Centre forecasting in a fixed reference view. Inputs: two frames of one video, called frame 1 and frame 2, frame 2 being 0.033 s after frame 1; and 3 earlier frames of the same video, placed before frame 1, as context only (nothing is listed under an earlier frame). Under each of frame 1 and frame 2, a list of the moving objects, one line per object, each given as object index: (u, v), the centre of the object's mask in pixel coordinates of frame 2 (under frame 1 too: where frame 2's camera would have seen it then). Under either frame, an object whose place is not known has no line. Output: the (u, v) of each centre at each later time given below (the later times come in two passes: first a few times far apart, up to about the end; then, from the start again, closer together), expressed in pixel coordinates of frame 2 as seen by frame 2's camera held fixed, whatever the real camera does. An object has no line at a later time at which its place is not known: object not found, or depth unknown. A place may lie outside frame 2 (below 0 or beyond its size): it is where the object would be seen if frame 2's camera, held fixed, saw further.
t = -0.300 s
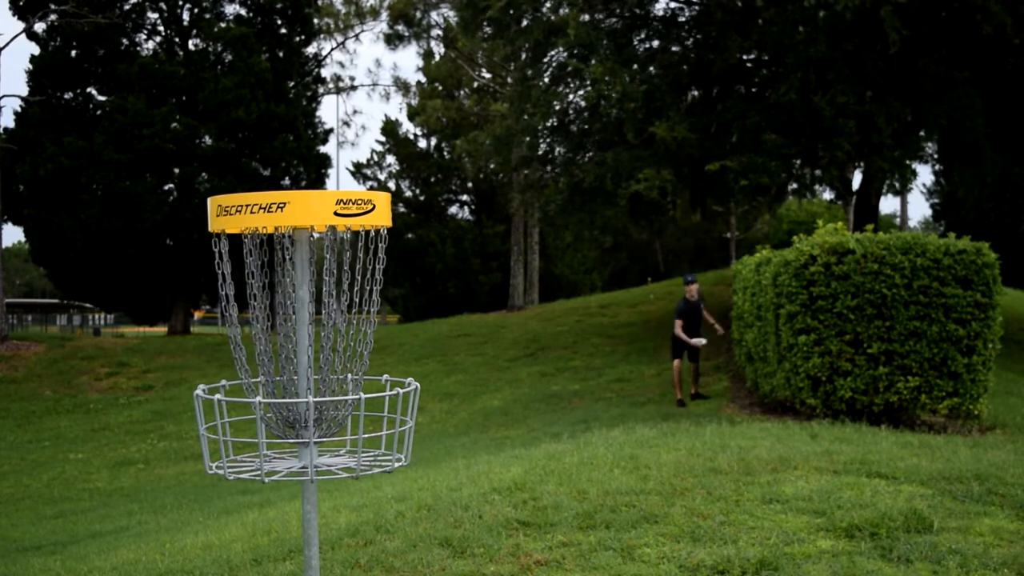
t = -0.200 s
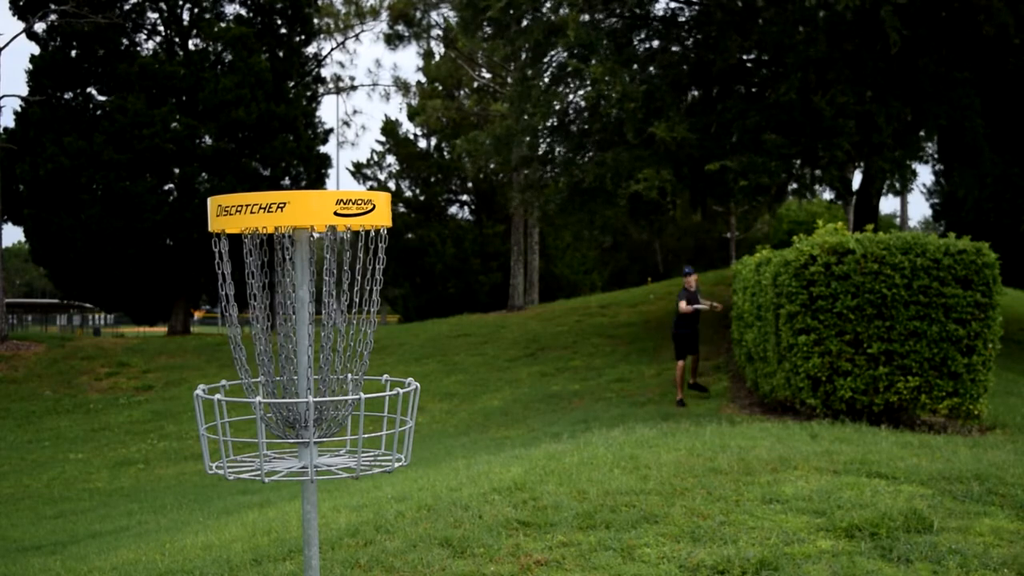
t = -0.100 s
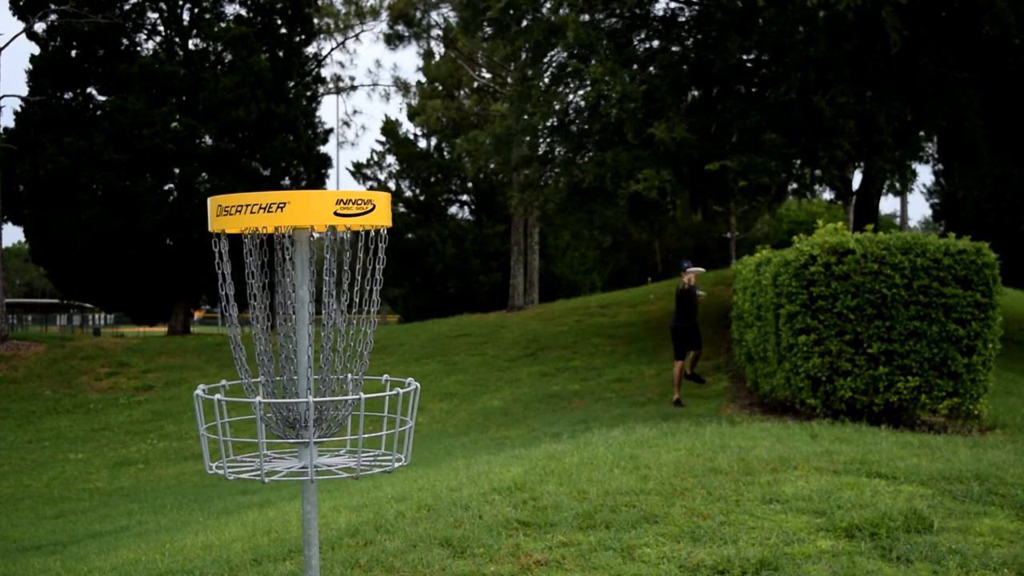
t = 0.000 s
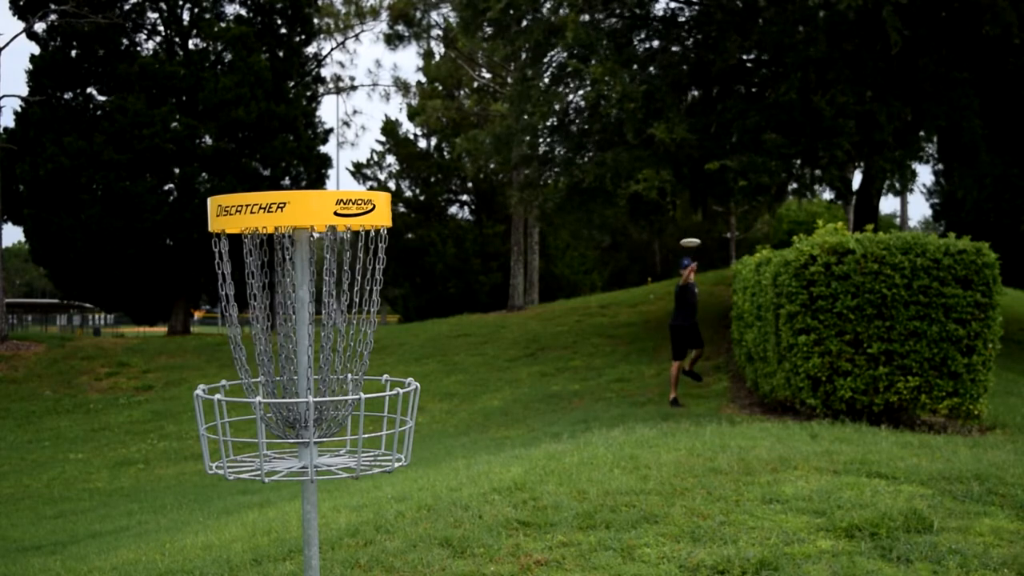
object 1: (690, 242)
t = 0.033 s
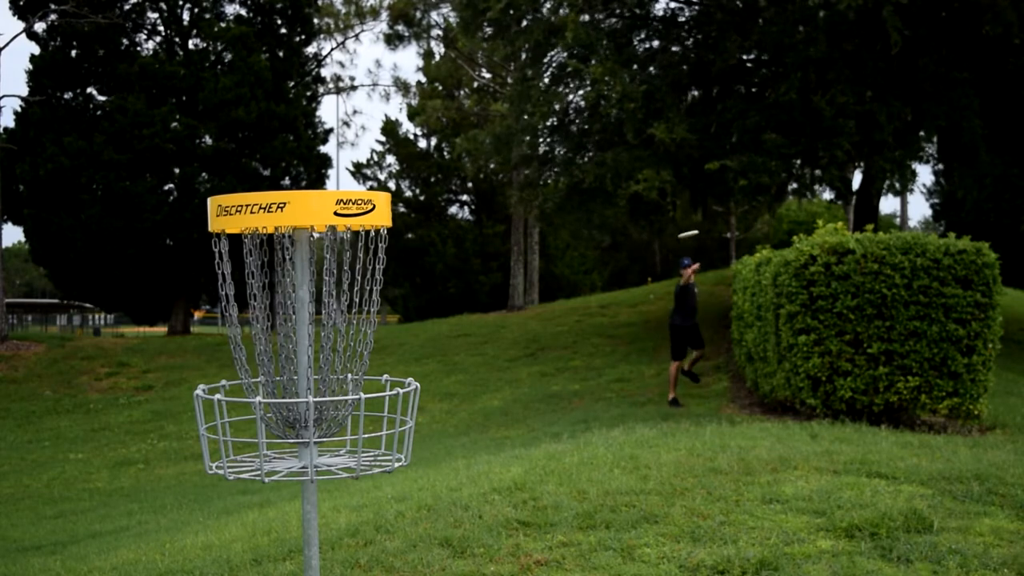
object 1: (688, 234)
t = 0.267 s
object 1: (669, 190)
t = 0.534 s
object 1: (627, 160)
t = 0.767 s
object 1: (568, 164)
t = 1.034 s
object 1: (464, 189)
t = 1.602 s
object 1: (283, 364)
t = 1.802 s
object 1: (289, 408)
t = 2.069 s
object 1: (279, 432)
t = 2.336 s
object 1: (271, 453)
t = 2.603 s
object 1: (271, 453)
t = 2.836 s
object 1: (271, 453)
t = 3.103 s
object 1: (271, 453)
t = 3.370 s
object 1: (271, 454)
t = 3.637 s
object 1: (271, 453)
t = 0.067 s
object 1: (686, 226)
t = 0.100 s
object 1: (684, 219)
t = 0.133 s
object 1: (681, 213)
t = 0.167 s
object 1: (678, 207)
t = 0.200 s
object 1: (675, 201)
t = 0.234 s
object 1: (672, 195)
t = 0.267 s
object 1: (669, 190)
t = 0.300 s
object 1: (665, 185)
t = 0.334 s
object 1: (661, 180)
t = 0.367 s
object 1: (656, 175)
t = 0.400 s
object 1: (651, 171)
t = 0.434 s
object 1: (646, 167)
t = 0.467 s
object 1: (640, 164)
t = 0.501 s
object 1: (634, 161)
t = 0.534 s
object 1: (627, 160)
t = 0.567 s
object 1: (621, 158)
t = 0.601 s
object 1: (613, 158)
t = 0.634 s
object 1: (605, 158)
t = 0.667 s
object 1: (597, 159)
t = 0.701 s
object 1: (588, 160)
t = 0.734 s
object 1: (578, 162)
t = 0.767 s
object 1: (568, 164)
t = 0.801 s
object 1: (557, 167)
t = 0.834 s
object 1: (546, 169)
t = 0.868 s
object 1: (533, 172)
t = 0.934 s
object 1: (507, 179)
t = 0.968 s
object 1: (493, 182)
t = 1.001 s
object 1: (479, 185)
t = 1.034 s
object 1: (464, 189)
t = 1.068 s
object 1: (449, 193)
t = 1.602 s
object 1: (283, 364)
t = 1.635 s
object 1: (282, 384)
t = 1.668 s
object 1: (281, 396)
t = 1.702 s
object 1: (285, 400)
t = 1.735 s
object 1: (287, 399)
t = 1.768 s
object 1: (289, 403)
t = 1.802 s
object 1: (289, 408)
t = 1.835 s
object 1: (289, 414)
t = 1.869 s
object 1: (287, 414)
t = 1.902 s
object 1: (288, 414)
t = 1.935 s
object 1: (286, 417)
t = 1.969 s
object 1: (282, 423)
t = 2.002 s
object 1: (282, 429)
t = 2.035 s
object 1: (283, 430)
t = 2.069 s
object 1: (279, 432)
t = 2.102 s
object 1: (274, 436)
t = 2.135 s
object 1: (272, 442)
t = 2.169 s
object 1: (272, 450)
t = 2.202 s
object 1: (271, 452)
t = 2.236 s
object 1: (271, 452)
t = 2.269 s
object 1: (271, 452)
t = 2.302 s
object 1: (271, 453)
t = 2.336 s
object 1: (271, 453)
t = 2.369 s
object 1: (271, 453)
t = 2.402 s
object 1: (271, 453)
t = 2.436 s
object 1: (271, 453)
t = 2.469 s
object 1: (271, 453)
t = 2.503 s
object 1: (271, 453)
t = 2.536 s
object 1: (271, 453)
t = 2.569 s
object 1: (271, 453)
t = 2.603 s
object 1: (271, 453)
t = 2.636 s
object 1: (271, 453)
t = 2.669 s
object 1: (271, 453)
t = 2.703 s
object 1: (271, 453)
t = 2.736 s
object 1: (271, 453)
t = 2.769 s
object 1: (271, 453)
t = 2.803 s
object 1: (271, 453)
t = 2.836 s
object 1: (271, 453)
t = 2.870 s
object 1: (271, 453)
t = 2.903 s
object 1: (271, 453)
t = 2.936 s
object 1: (271, 453)
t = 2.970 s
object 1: (271, 453)
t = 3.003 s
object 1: (271, 453)
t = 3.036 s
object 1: (271, 453)
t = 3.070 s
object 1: (271, 453)
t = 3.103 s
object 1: (271, 453)
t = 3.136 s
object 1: (271, 453)
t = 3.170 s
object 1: (271, 454)
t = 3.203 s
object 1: (271, 454)
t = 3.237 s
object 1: (271, 454)
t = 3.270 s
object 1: (271, 453)
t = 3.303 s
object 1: (271, 453)
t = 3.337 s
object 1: (271, 454)
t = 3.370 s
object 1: (271, 454)
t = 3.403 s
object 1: (271, 453)
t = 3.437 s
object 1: (271, 453)
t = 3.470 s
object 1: (271, 453)
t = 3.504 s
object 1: (271, 453)
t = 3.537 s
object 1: (271, 453)
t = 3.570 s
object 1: (271, 453)
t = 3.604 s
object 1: (271, 453)
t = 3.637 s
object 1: (271, 453)
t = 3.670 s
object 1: (271, 453)
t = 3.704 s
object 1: (271, 453)
